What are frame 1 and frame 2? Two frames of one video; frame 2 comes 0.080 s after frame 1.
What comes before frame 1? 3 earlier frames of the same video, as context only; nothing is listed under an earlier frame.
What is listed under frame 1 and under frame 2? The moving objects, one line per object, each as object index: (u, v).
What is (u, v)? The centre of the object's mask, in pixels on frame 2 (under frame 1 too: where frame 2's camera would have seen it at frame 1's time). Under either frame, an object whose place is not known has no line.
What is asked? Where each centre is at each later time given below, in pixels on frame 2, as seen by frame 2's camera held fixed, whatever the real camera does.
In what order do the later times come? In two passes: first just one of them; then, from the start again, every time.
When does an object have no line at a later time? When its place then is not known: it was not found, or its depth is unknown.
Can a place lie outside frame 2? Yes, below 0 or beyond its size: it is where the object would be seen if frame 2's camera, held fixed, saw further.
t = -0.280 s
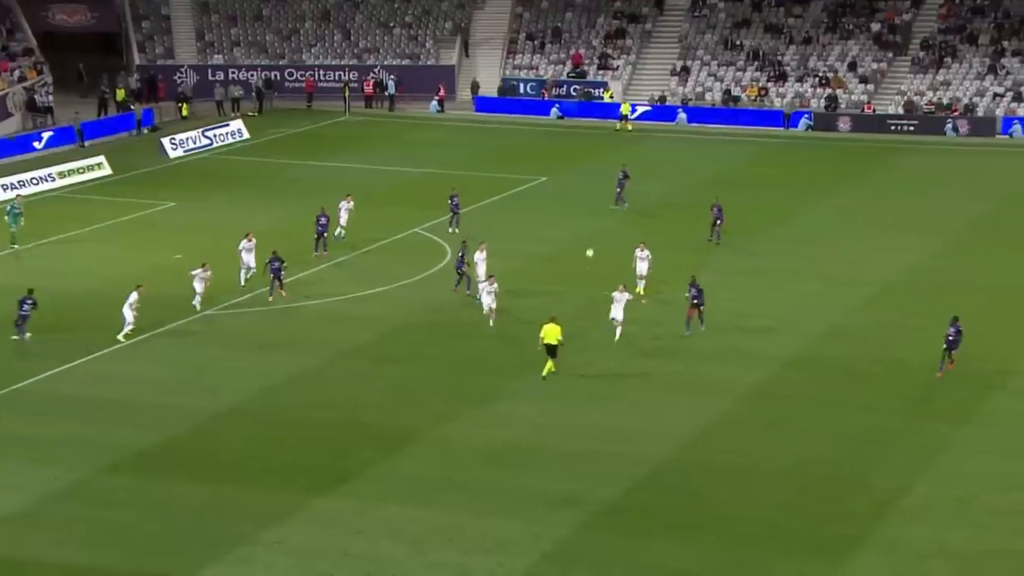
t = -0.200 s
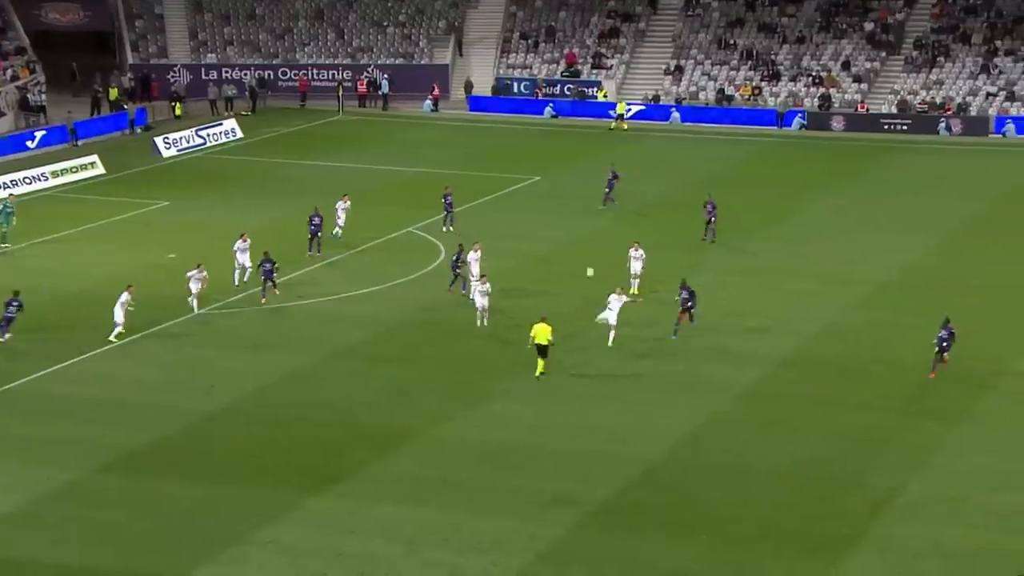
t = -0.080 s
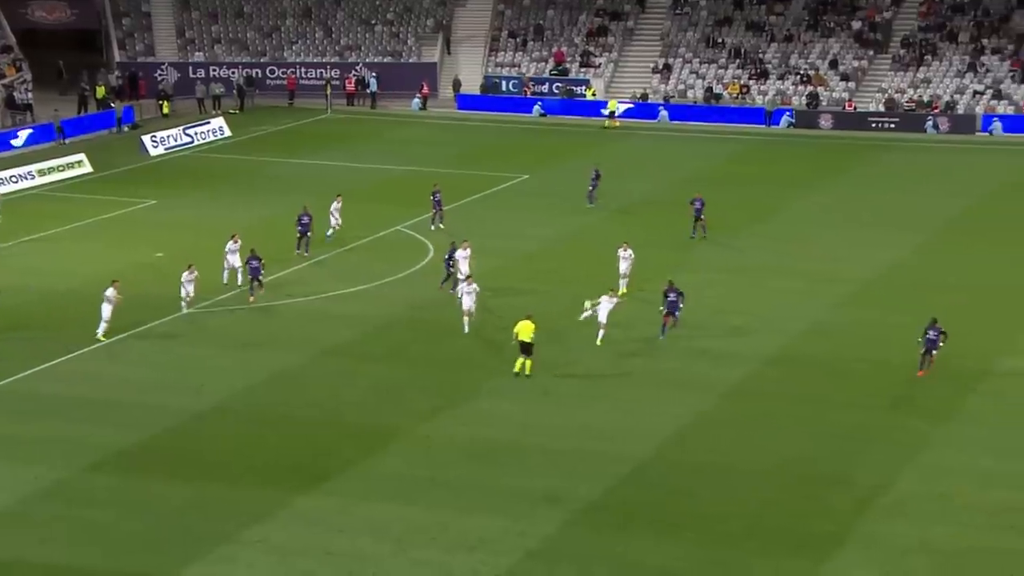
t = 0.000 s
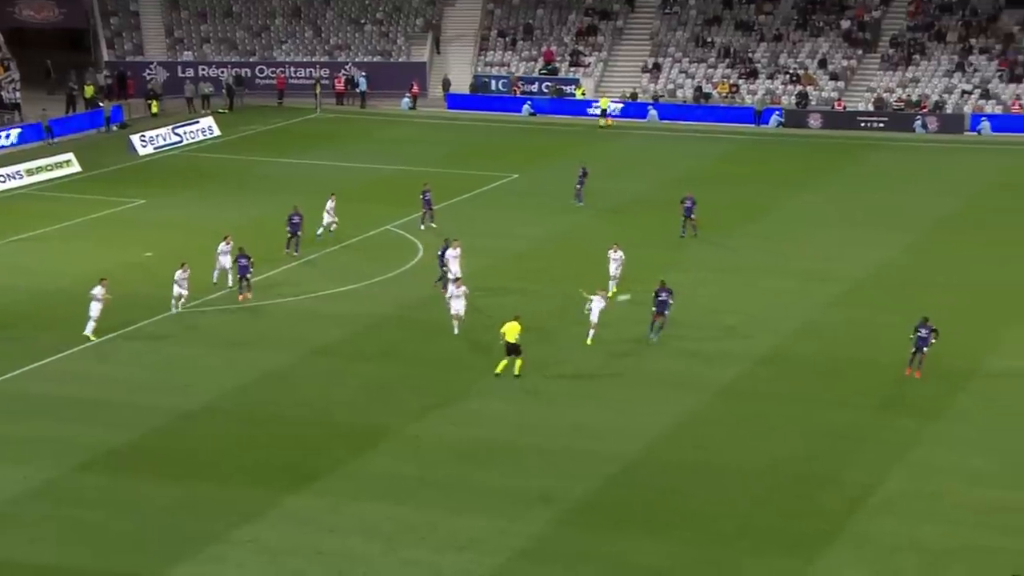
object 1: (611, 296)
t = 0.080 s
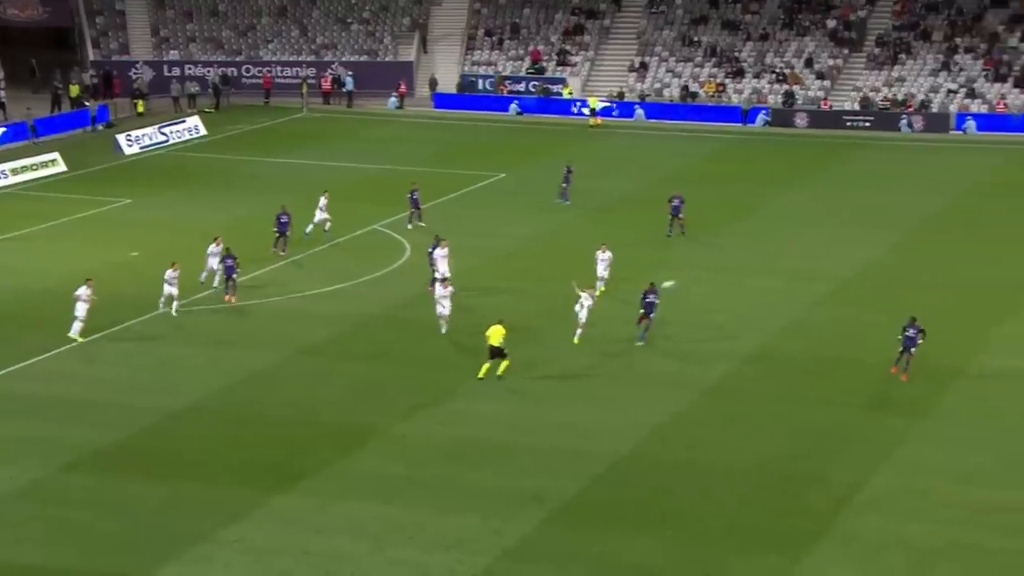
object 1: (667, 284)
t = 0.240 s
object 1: (781, 271)
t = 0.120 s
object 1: (697, 280)
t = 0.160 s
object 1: (724, 276)
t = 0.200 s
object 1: (753, 273)
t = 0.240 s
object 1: (781, 271)
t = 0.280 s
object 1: (810, 270)
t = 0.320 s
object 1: (838, 270)
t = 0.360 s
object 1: (866, 271)
